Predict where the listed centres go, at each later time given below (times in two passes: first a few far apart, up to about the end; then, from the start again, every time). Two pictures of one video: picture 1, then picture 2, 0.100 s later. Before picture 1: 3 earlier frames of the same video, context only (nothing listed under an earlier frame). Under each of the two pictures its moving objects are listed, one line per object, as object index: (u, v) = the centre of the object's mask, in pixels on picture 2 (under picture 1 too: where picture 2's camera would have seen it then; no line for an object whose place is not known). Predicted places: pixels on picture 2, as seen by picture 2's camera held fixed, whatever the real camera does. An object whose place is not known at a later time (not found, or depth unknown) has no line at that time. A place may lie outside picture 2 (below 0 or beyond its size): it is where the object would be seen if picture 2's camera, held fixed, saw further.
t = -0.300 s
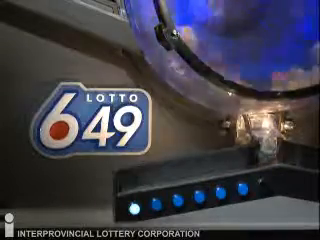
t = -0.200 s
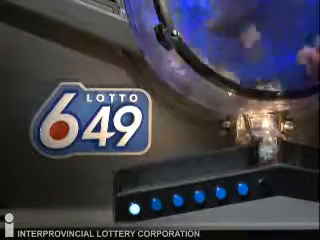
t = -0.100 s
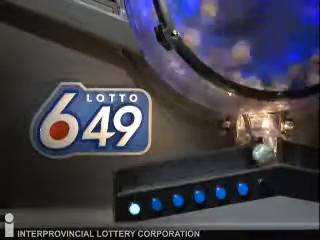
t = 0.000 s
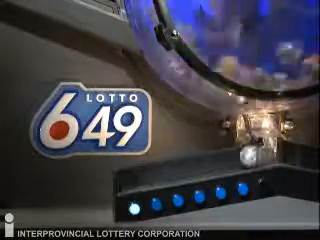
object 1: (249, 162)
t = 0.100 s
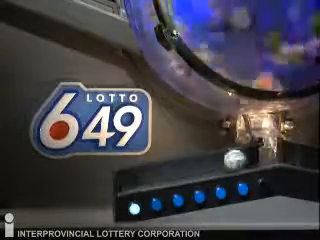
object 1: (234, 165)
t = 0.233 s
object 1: (206, 170)
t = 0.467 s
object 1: (136, 183)
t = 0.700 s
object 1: (166, 177)
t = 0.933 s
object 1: (181, 174)
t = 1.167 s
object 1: (167, 178)
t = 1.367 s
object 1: (133, 184)
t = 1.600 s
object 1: (149, 180)
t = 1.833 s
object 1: (142, 182)
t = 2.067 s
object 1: (137, 182)
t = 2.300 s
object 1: (132, 183)
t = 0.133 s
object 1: (228, 166)
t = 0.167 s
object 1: (222, 167)
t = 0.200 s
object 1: (214, 168)
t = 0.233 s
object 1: (206, 170)
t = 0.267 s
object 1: (198, 170)
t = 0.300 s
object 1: (189, 173)
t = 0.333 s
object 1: (180, 175)
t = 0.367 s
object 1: (170, 175)
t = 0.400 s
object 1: (159, 178)
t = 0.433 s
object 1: (147, 181)
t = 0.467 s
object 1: (136, 183)
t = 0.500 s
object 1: (130, 183)
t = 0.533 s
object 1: (138, 182)
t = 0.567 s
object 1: (145, 181)
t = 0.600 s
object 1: (152, 180)
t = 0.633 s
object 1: (157, 179)
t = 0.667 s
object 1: (161, 178)
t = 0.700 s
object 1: (166, 177)
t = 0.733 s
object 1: (171, 177)
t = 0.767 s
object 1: (175, 176)
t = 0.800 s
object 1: (178, 176)
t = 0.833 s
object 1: (180, 174)
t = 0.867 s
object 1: (181, 174)
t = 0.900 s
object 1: (181, 174)
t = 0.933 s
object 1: (181, 174)
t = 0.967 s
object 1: (181, 174)
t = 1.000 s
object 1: (180, 175)
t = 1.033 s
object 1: (179, 176)
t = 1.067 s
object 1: (177, 176)
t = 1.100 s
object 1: (174, 176)
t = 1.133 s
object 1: (171, 177)
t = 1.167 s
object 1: (167, 178)
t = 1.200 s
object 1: (163, 179)
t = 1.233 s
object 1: (158, 180)
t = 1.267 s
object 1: (153, 180)
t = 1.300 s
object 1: (147, 181)
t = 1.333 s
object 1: (140, 182)
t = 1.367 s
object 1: (133, 184)
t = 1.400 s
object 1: (130, 184)
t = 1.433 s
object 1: (134, 183)
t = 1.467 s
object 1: (139, 183)
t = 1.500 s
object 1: (143, 182)
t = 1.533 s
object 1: (146, 181)
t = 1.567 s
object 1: (148, 181)
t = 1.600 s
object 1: (149, 180)
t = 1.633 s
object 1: (148, 181)
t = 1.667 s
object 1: (148, 181)
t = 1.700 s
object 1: (149, 181)
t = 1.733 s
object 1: (148, 181)
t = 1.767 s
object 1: (147, 181)
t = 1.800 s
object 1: (145, 182)
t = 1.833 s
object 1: (142, 182)
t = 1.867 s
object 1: (139, 182)
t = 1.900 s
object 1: (135, 183)
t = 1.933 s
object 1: (131, 183)
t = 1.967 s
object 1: (131, 183)
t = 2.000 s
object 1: (132, 183)
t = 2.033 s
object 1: (133, 183)
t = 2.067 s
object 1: (137, 182)
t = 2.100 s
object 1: (138, 182)
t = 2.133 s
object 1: (138, 182)
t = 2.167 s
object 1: (138, 182)
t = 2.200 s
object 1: (138, 182)
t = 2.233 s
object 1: (136, 182)
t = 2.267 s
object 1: (133, 183)
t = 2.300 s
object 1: (132, 183)
